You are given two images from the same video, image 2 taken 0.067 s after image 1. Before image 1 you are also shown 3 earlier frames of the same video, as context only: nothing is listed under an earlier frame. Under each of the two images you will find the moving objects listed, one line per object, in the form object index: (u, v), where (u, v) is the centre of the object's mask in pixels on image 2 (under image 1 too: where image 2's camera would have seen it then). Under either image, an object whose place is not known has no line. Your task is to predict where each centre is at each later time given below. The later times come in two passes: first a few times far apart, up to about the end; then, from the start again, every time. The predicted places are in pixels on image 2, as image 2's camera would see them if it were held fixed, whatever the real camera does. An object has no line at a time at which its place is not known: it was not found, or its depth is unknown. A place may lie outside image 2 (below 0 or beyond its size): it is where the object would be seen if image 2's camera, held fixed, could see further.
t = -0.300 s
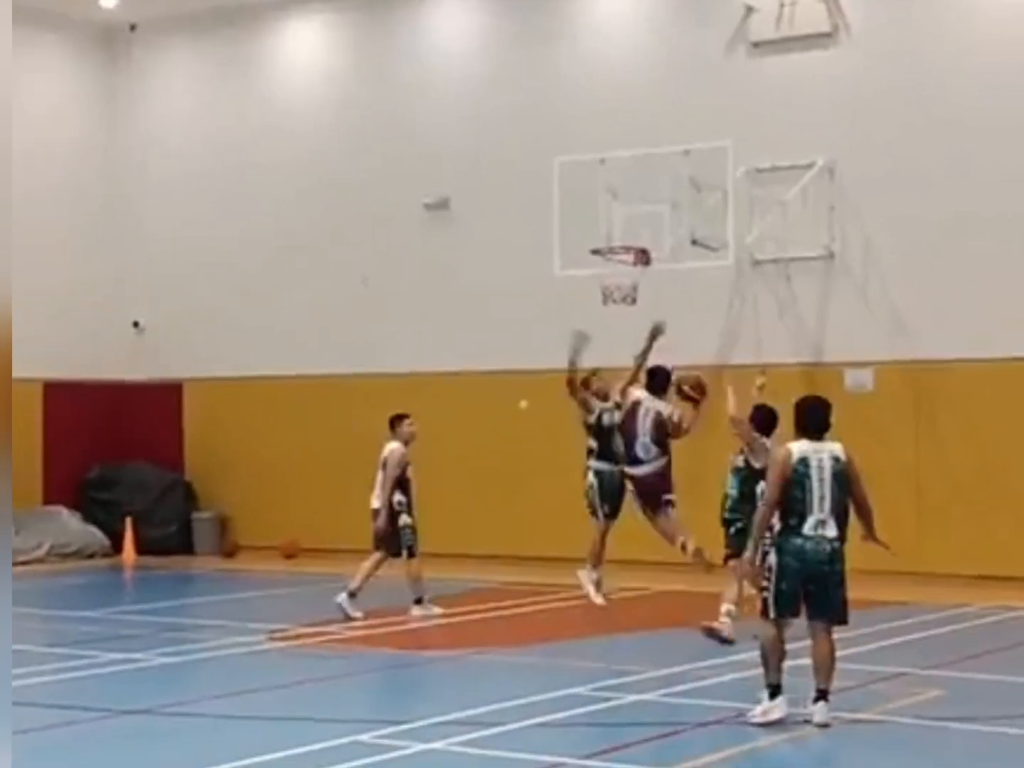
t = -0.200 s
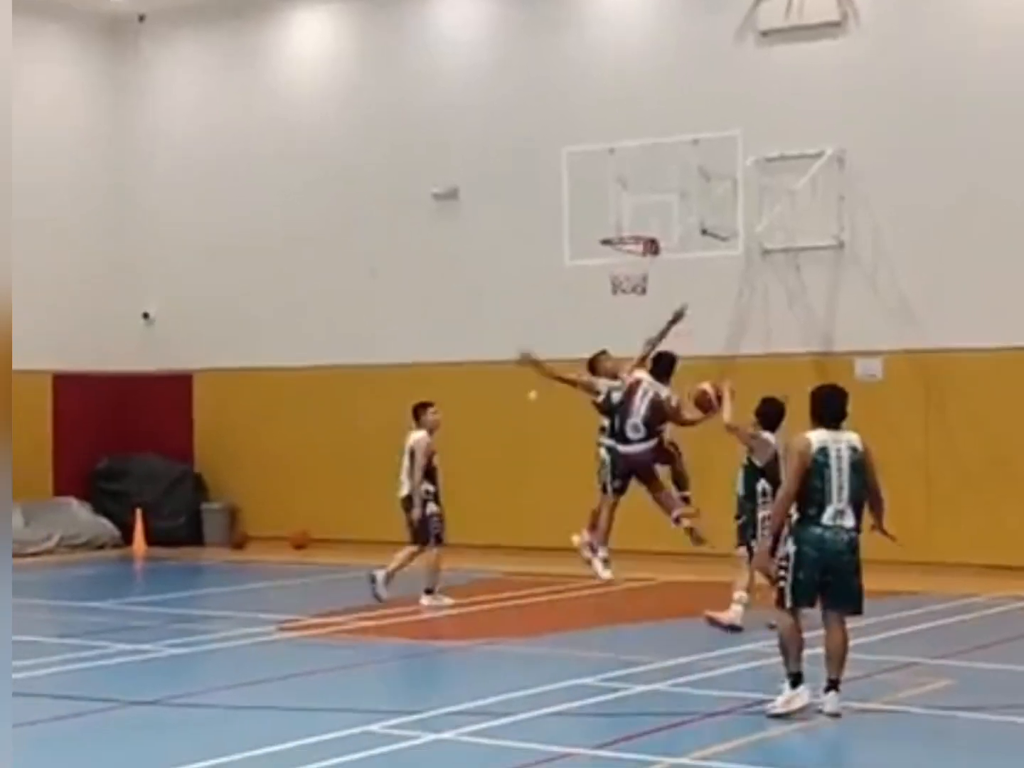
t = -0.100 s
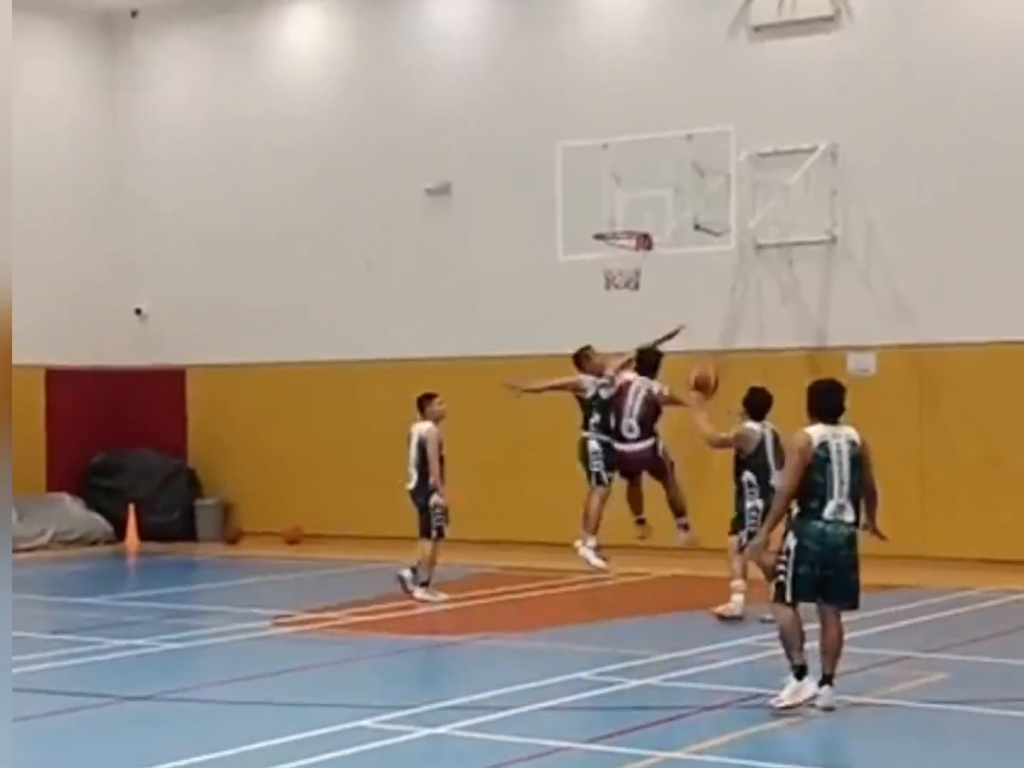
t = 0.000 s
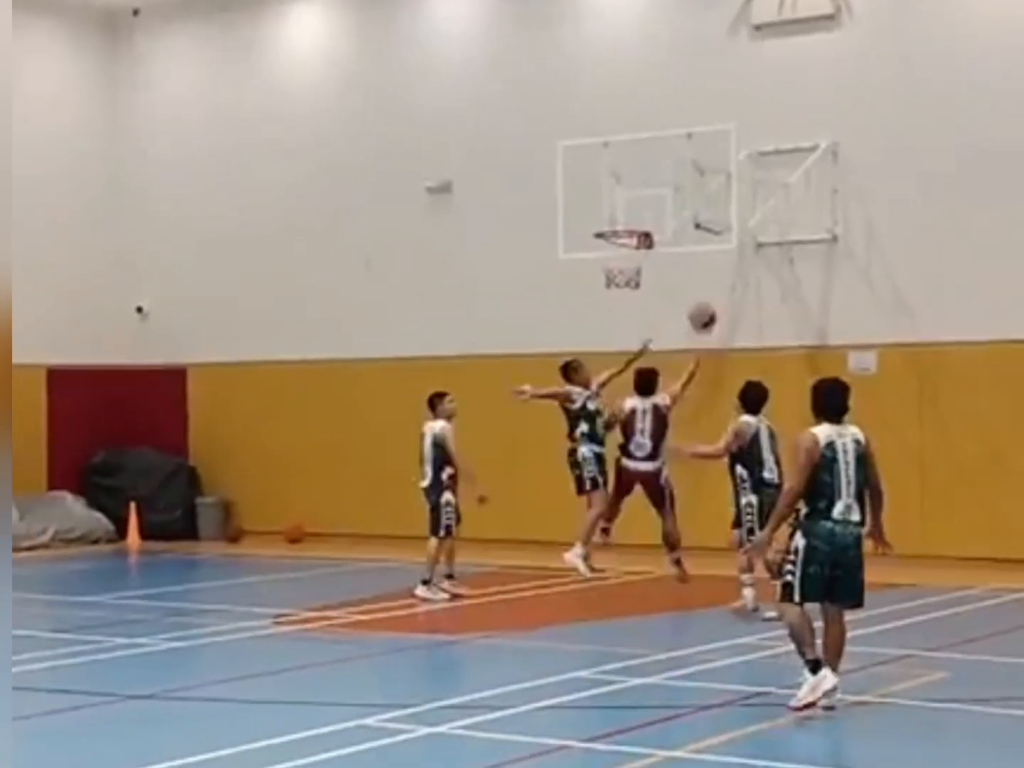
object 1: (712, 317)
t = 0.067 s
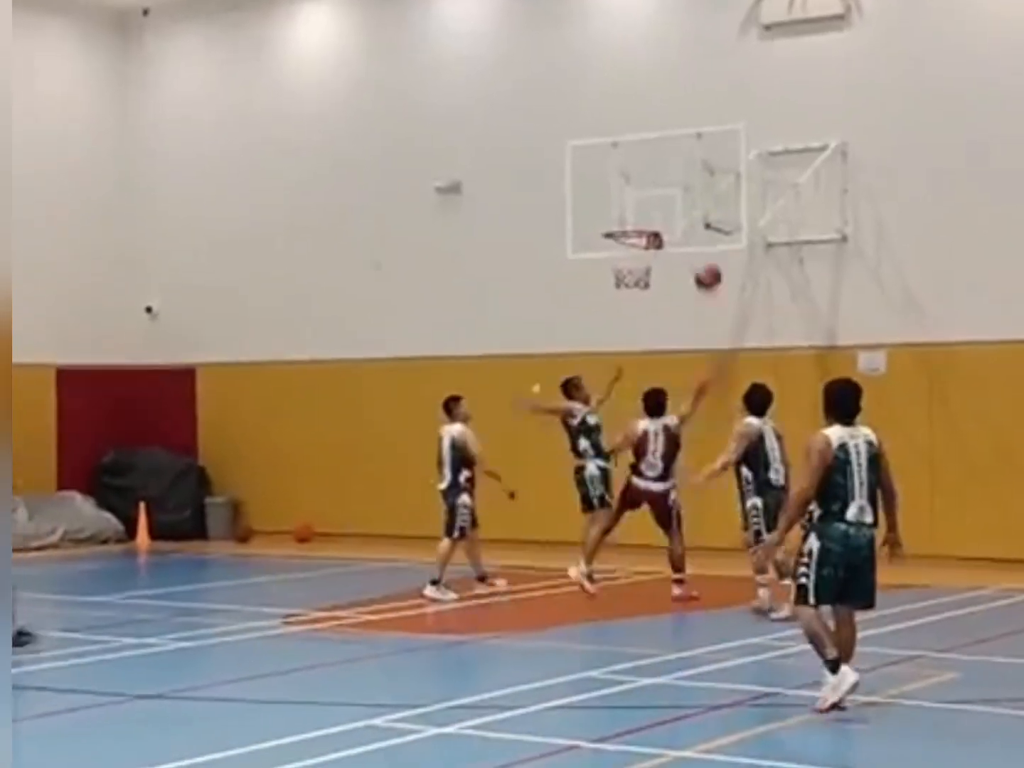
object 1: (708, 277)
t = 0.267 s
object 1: (697, 189)
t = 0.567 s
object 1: (658, 140)
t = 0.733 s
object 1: (626, 156)
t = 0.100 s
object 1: (705, 258)
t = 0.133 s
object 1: (704, 240)
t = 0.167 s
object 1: (702, 225)
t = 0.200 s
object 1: (701, 211)
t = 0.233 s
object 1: (700, 198)
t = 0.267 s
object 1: (697, 189)
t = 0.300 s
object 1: (696, 178)
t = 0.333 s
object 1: (695, 169)
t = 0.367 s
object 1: (693, 163)
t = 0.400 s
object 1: (689, 156)
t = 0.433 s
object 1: (683, 151)
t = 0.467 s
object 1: (677, 146)
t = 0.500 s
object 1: (670, 142)
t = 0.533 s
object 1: (664, 140)
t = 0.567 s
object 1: (658, 140)
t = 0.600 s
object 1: (652, 140)
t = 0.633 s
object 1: (646, 144)
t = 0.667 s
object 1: (638, 147)
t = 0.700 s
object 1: (632, 151)
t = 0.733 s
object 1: (626, 156)
